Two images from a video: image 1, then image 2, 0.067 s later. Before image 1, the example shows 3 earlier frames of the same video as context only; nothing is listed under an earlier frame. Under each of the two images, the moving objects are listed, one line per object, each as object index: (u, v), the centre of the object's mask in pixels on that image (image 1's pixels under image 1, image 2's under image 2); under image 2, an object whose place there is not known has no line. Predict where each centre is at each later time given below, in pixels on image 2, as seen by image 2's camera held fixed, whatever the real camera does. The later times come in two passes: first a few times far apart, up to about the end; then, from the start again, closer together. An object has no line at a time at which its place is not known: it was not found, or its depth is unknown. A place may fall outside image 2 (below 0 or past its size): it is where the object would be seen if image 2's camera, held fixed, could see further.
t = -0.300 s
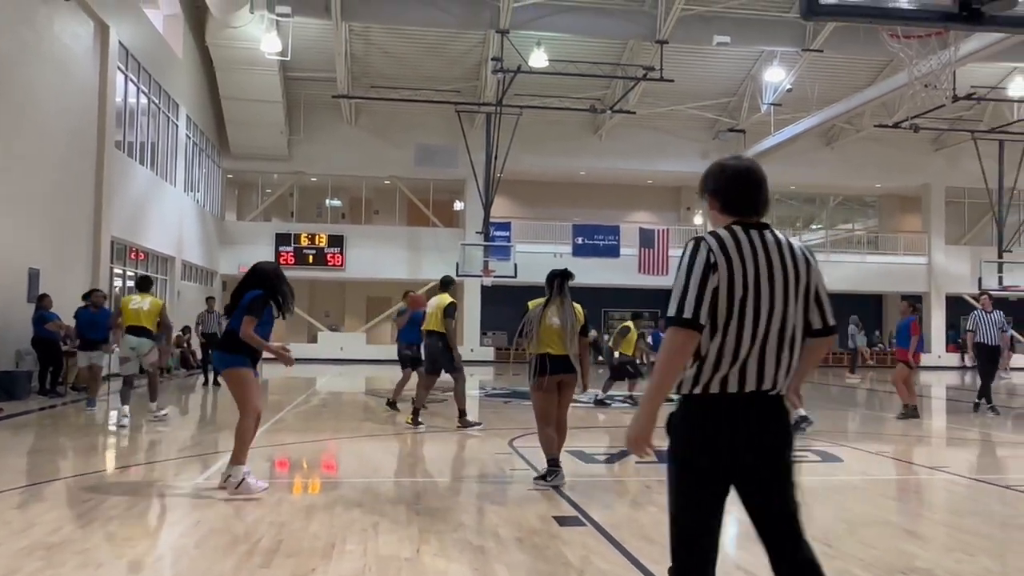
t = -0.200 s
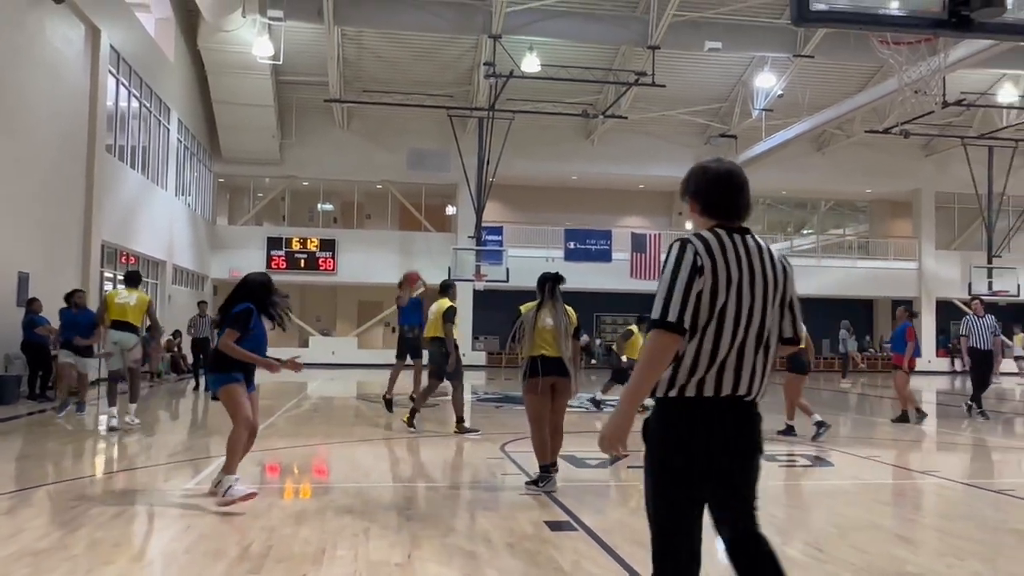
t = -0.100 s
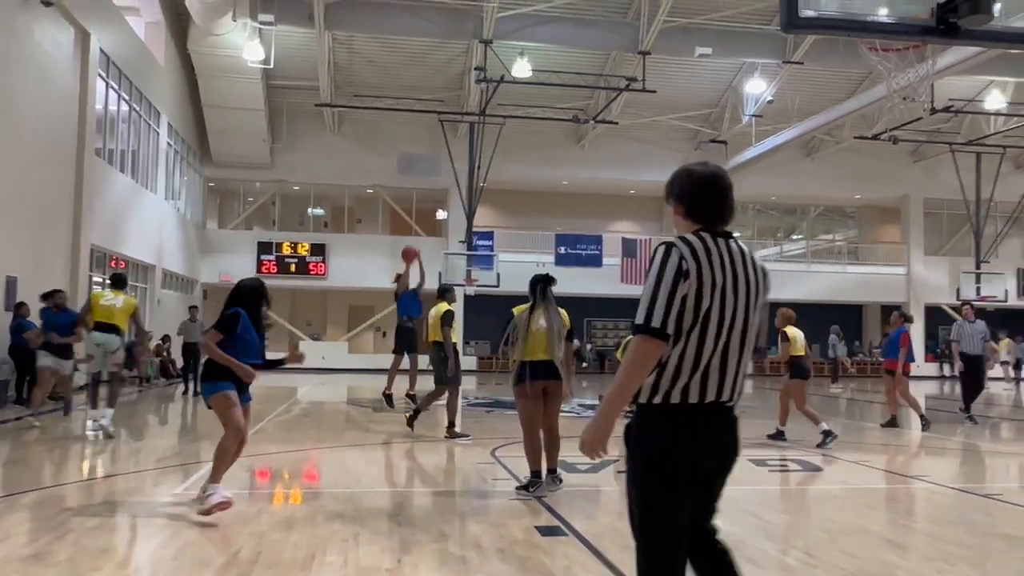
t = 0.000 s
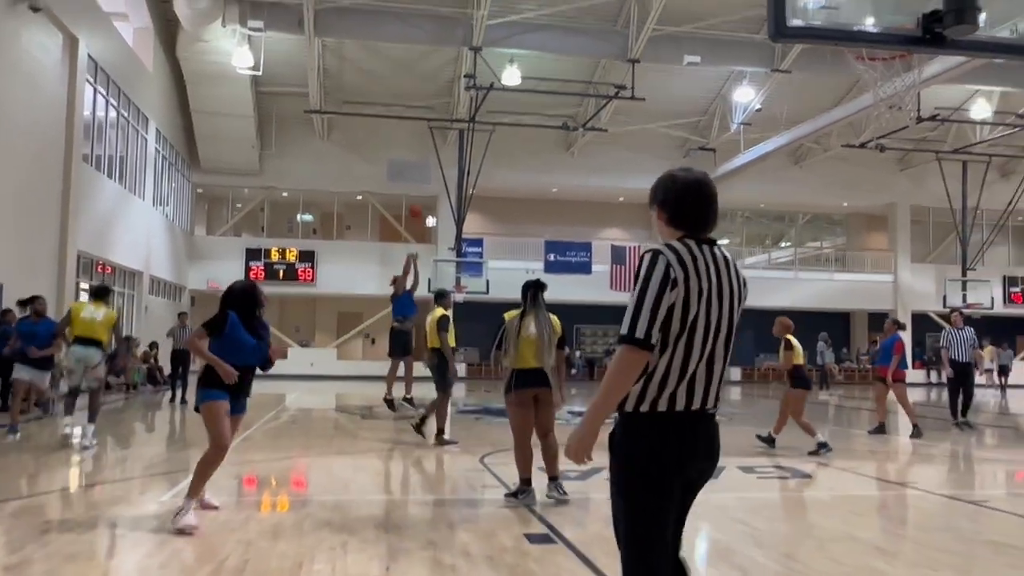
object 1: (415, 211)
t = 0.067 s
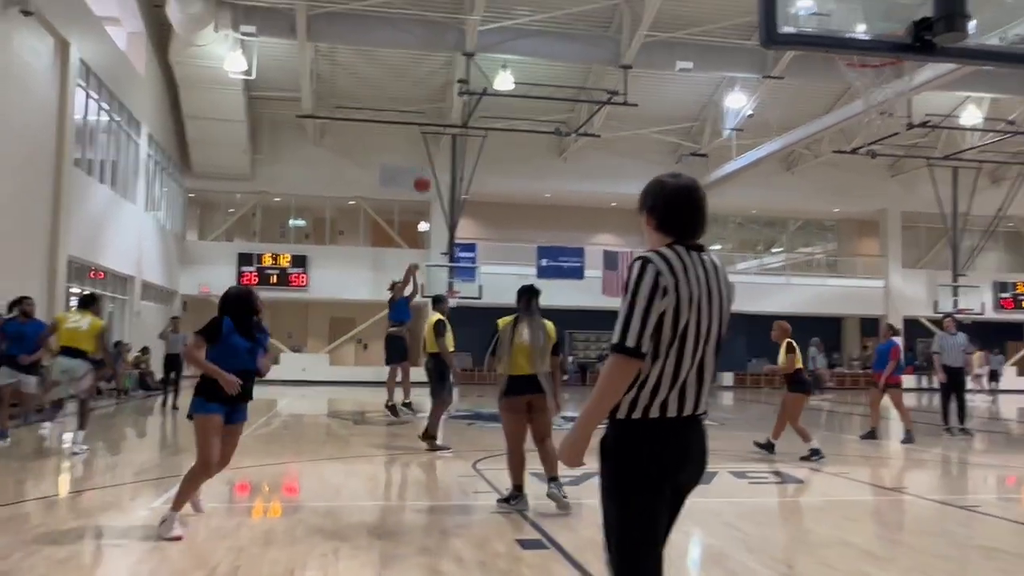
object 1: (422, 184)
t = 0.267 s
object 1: (465, 94)
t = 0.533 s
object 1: (536, 1)
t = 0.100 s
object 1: (428, 168)
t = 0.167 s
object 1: (442, 138)
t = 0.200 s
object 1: (450, 124)
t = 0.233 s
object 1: (458, 109)
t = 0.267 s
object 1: (465, 94)
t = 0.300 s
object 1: (473, 81)
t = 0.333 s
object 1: (481, 68)
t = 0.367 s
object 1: (490, 55)
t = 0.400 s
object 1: (498, 43)
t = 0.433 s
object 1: (507, 32)
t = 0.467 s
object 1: (517, 20)
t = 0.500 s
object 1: (526, 11)
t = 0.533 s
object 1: (536, 1)
